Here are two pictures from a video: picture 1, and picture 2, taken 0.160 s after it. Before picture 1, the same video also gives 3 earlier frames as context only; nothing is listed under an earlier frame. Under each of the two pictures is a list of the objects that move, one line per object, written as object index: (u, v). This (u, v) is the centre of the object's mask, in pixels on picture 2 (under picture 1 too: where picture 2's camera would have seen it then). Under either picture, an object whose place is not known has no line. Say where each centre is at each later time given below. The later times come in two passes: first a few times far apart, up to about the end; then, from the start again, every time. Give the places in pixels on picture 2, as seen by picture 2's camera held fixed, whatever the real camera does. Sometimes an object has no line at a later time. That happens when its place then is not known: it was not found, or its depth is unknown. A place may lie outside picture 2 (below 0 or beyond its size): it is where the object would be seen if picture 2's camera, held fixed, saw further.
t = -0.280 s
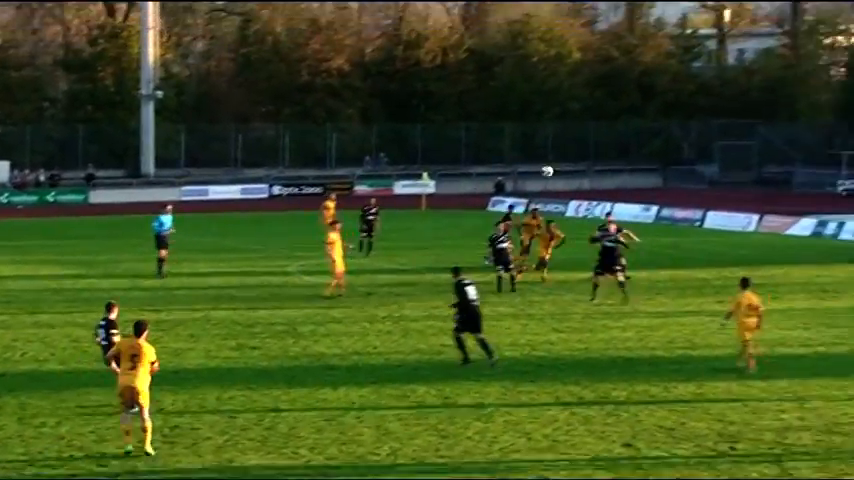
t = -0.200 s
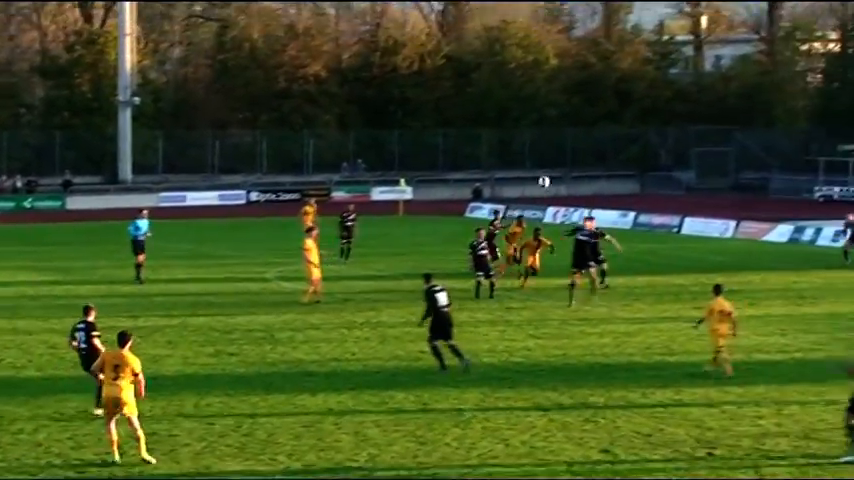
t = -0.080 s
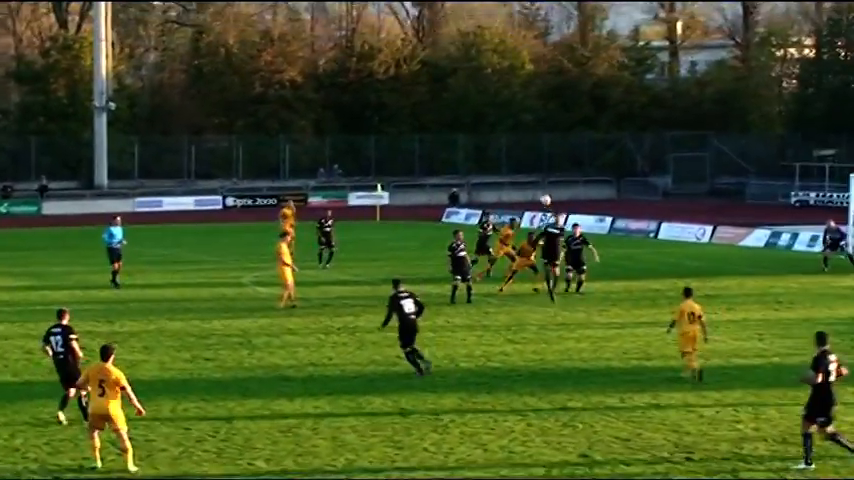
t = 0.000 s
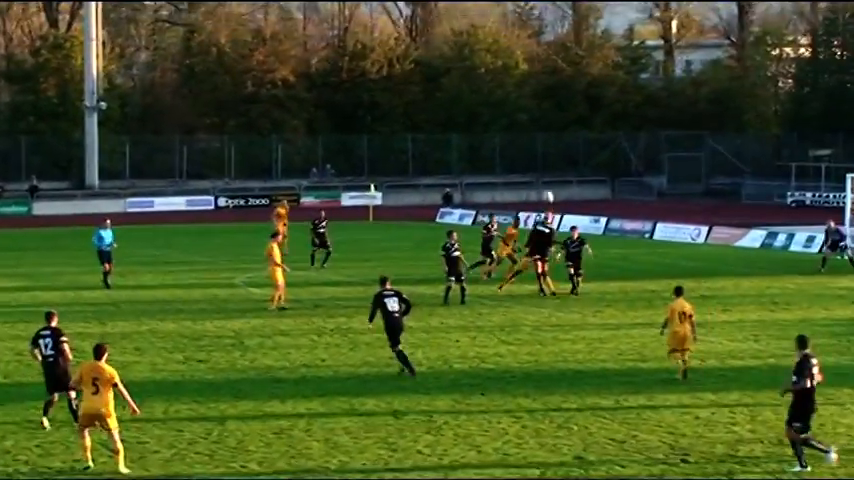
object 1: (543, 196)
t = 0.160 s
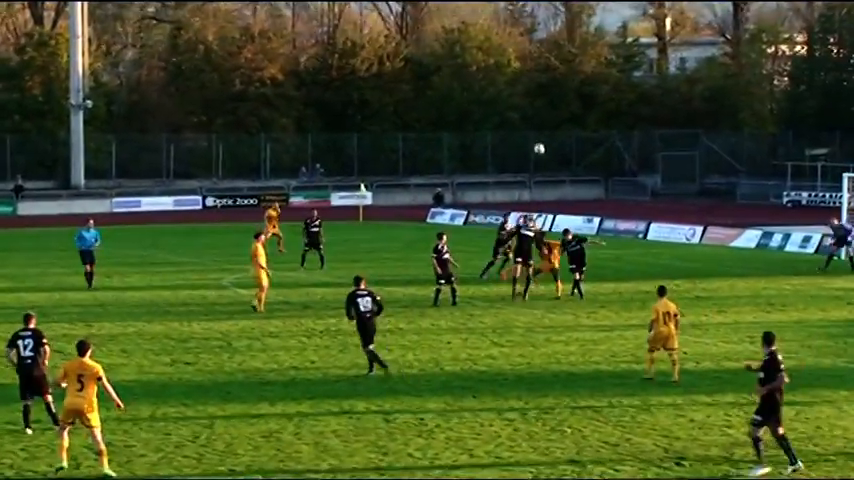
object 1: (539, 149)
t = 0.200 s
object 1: (539, 139)
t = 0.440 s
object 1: (540, 109)
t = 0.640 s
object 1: (541, 104)
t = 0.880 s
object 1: (544, 122)
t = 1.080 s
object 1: (546, 154)
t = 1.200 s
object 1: (545, 177)
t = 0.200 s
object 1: (539, 139)
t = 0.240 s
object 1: (541, 133)
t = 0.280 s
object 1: (541, 127)
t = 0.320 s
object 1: (540, 120)
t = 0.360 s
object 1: (540, 113)
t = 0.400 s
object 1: (540, 109)
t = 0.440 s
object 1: (540, 109)
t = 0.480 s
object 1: (541, 106)
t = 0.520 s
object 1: (540, 105)
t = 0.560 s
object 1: (541, 104)
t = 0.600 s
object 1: (541, 104)
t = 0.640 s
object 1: (541, 104)
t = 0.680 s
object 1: (542, 105)
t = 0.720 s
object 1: (542, 106)
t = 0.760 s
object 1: (543, 110)
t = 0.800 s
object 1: (543, 113)
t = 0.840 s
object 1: (544, 117)
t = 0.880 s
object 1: (544, 122)
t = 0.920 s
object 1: (544, 127)
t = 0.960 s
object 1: (545, 133)
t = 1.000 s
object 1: (545, 140)
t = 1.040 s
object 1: (546, 147)
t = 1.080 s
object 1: (546, 154)
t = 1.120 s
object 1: (546, 161)
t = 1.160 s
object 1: (545, 169)
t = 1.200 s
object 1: (545, 177)
